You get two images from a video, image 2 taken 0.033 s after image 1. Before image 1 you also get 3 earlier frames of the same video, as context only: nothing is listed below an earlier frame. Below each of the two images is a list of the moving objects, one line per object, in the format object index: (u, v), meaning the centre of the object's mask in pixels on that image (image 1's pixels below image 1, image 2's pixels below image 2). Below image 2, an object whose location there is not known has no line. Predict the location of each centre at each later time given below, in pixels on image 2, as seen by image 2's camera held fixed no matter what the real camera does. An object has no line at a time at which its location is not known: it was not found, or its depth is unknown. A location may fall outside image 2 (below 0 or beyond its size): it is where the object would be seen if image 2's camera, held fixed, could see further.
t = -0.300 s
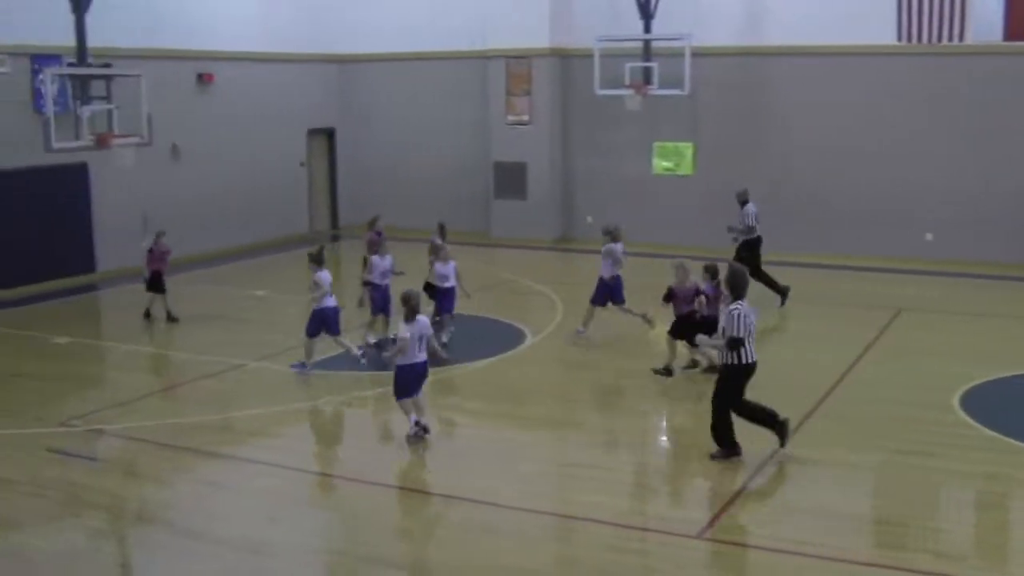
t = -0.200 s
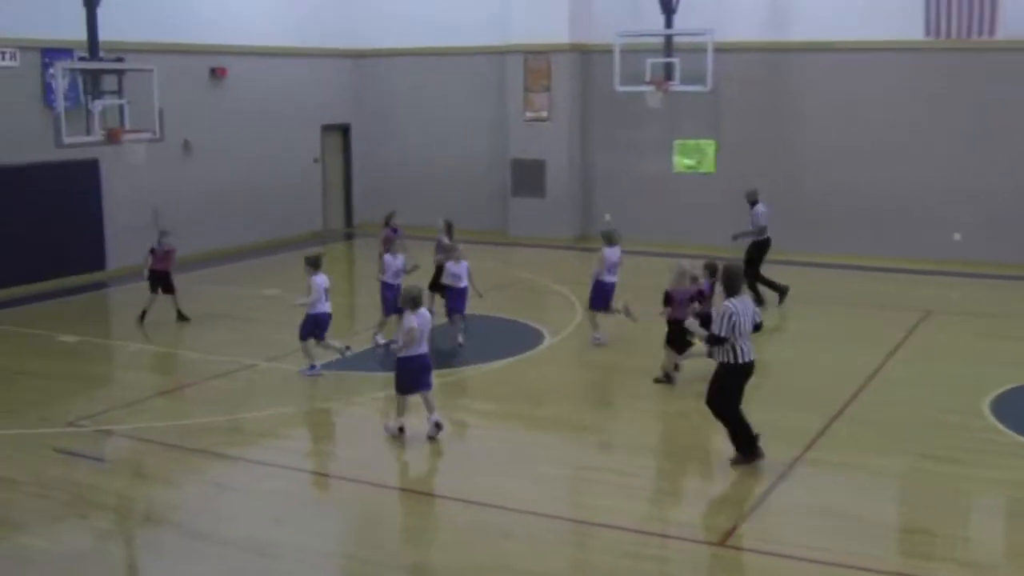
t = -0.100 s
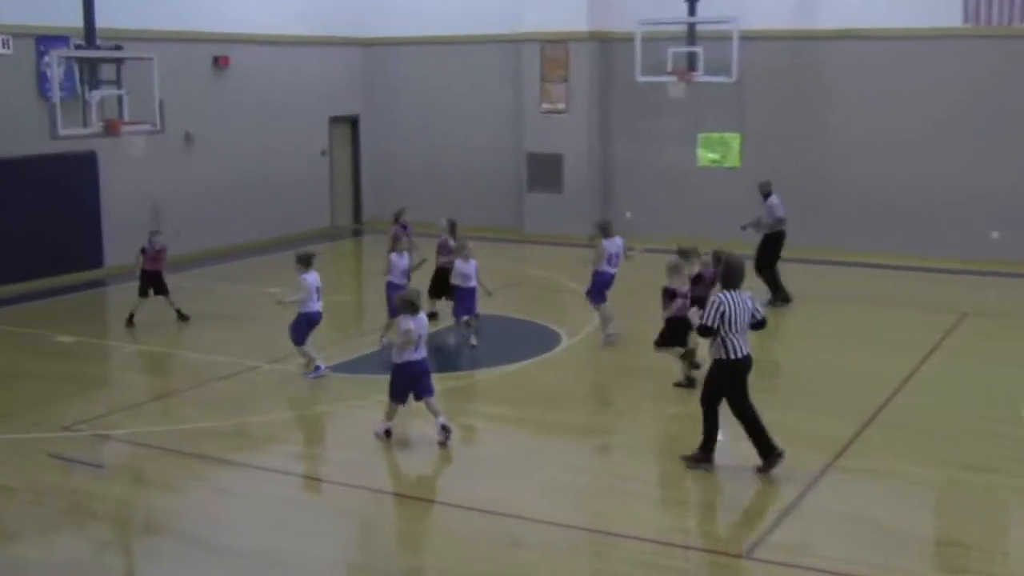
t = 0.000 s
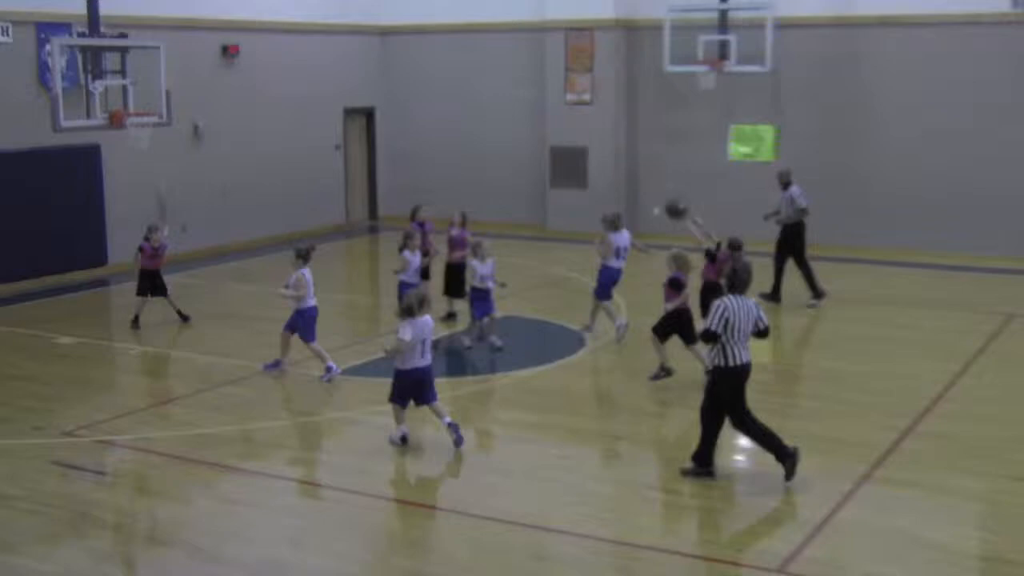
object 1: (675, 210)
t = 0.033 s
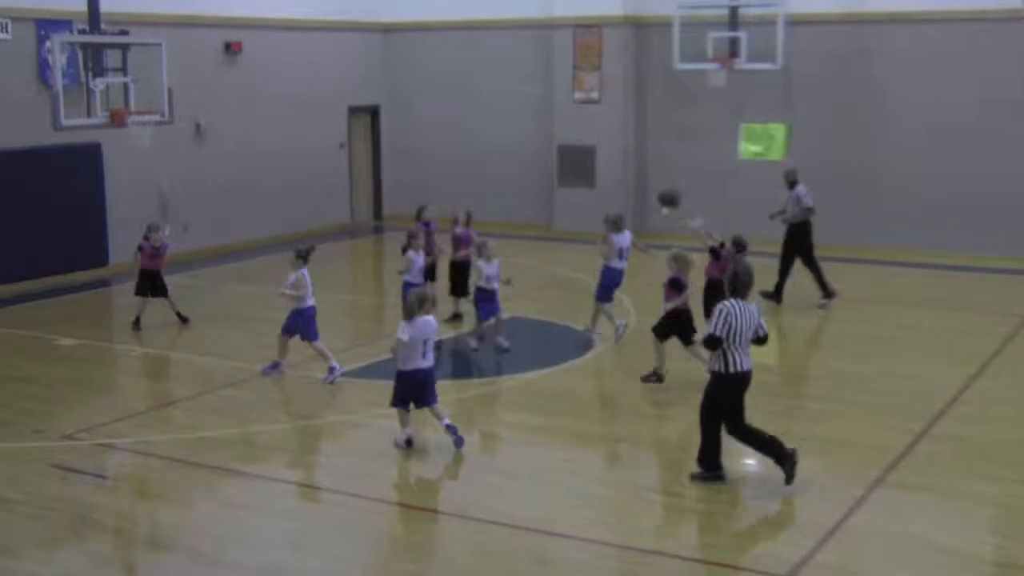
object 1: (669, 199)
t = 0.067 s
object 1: (656, 188)
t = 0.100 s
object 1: (642, 180)
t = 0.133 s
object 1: (628, 171)
